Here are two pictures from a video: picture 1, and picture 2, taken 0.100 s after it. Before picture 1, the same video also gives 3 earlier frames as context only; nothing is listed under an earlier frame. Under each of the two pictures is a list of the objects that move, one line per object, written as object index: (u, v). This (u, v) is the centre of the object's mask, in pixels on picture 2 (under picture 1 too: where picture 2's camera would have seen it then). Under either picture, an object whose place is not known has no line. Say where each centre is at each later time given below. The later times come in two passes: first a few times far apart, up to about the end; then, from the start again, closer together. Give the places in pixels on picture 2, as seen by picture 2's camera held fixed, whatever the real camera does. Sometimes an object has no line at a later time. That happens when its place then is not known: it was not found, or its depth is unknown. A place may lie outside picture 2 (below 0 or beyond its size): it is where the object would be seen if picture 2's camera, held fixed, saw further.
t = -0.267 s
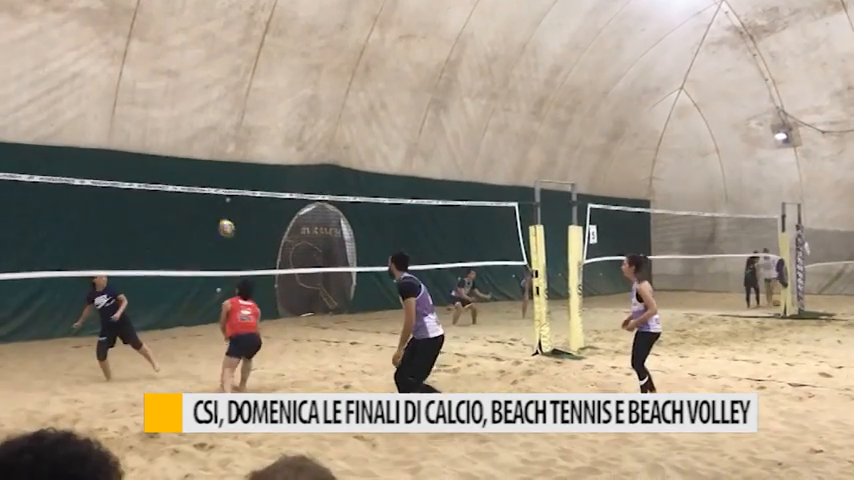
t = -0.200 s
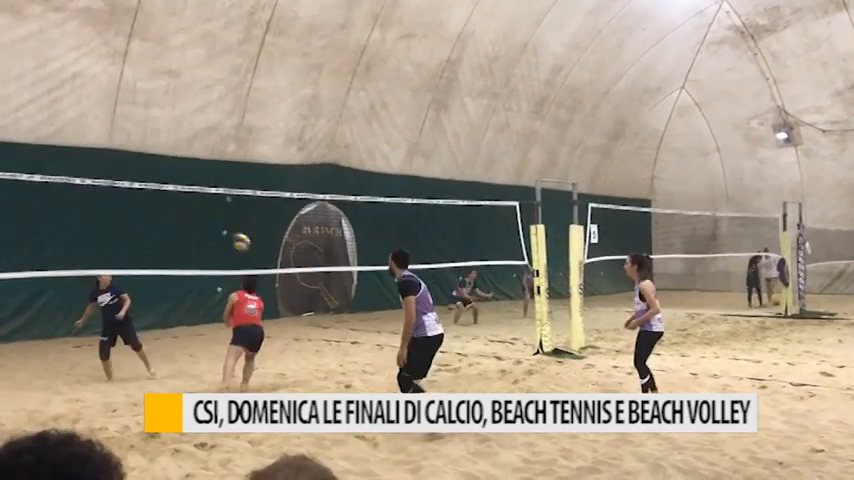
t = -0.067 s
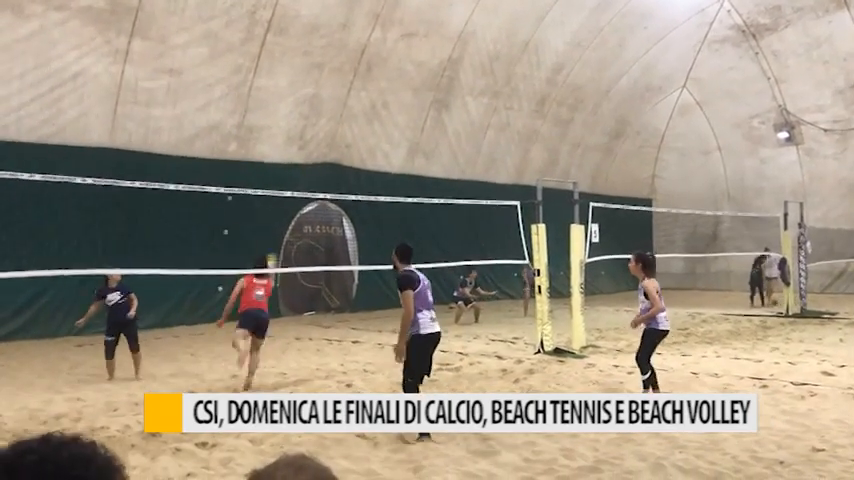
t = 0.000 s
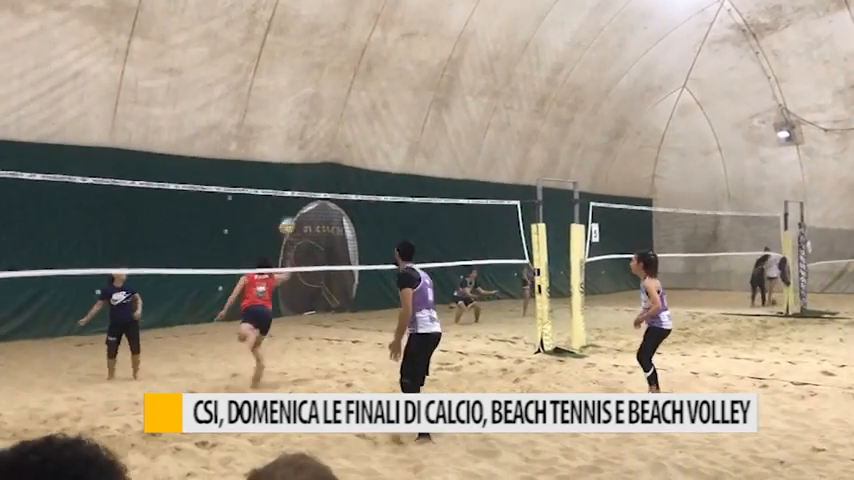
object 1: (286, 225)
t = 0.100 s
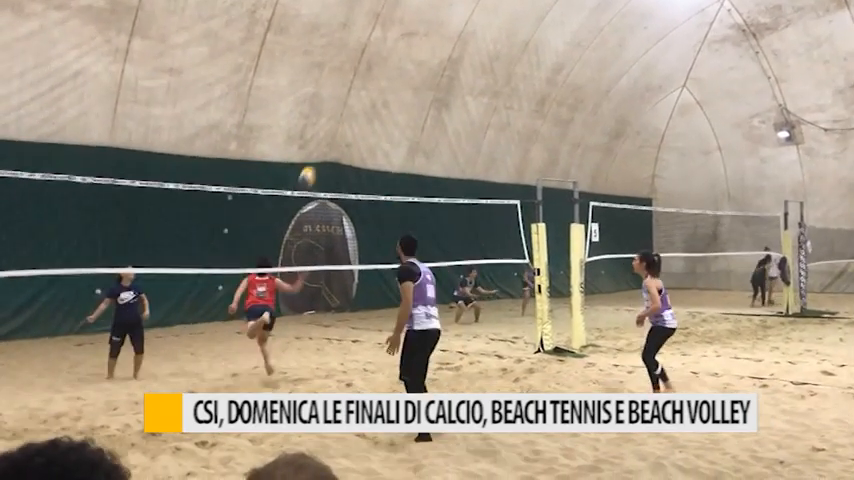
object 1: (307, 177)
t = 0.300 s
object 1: (354, 93)
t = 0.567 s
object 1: (417, 27)
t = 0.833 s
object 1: (487, 21)
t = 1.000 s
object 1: (536, 51)
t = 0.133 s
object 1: (316, 160)
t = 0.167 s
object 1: (323, 146)
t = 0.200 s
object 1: (329, 131)
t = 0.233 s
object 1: (339, 118)
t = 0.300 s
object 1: (354, 93)
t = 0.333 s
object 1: (360, 83)
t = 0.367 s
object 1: (368, 72)
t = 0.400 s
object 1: (377, 62)
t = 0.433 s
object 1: (385, 53)
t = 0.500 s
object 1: (400, 40)
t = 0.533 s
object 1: (408, 33)
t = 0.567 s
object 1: (417, 27)
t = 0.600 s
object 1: (426, 23)
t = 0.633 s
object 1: (434, 20)
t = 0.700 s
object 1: (452, 17)
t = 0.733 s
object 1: (461, 16)
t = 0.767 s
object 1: (469, 17)
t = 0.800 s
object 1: (478, 18)
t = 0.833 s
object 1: (487, 21)
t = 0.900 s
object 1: (506, 29)
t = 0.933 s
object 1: (516, 35)
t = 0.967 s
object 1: (527, 43)
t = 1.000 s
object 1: (536, 51)
